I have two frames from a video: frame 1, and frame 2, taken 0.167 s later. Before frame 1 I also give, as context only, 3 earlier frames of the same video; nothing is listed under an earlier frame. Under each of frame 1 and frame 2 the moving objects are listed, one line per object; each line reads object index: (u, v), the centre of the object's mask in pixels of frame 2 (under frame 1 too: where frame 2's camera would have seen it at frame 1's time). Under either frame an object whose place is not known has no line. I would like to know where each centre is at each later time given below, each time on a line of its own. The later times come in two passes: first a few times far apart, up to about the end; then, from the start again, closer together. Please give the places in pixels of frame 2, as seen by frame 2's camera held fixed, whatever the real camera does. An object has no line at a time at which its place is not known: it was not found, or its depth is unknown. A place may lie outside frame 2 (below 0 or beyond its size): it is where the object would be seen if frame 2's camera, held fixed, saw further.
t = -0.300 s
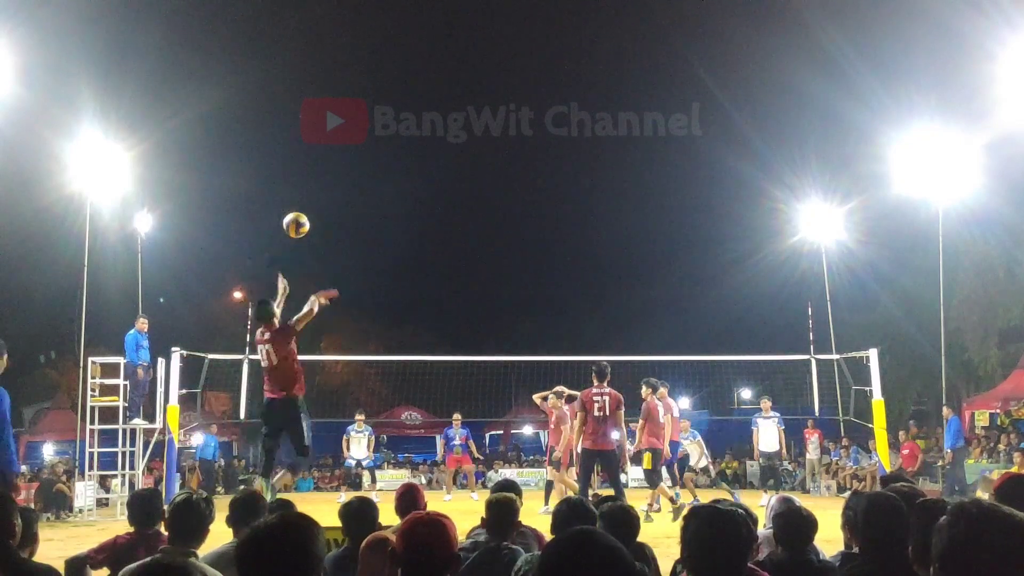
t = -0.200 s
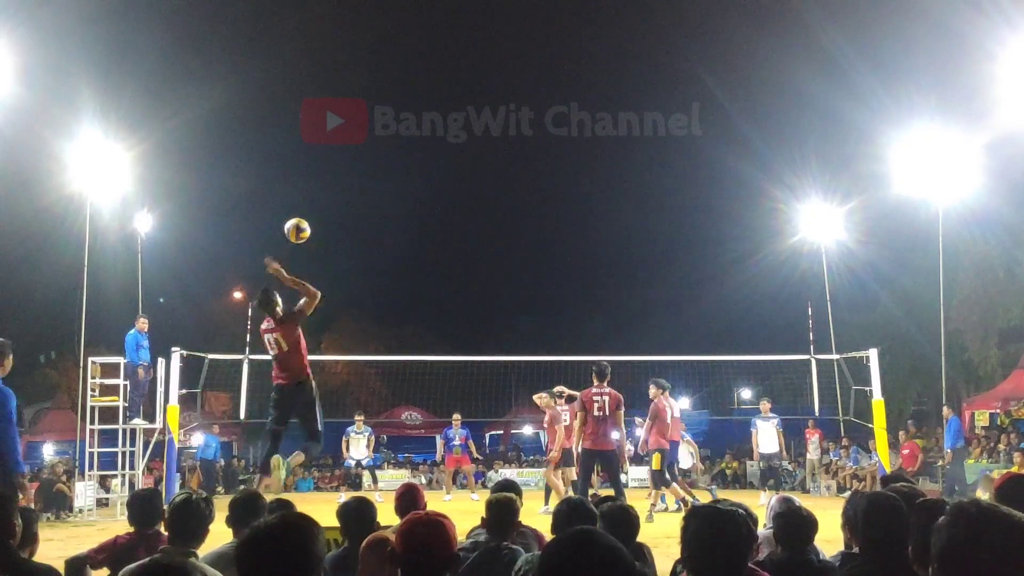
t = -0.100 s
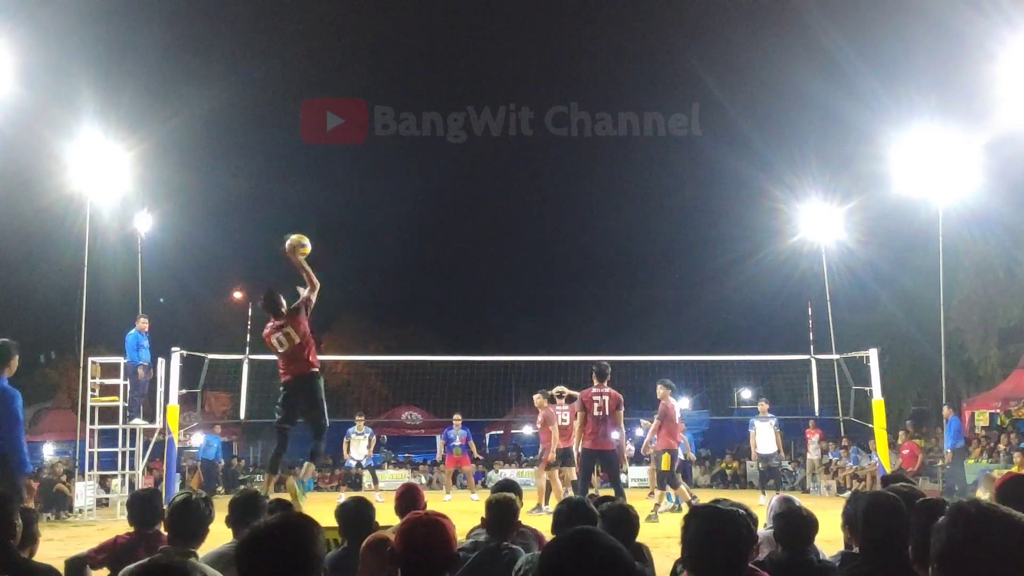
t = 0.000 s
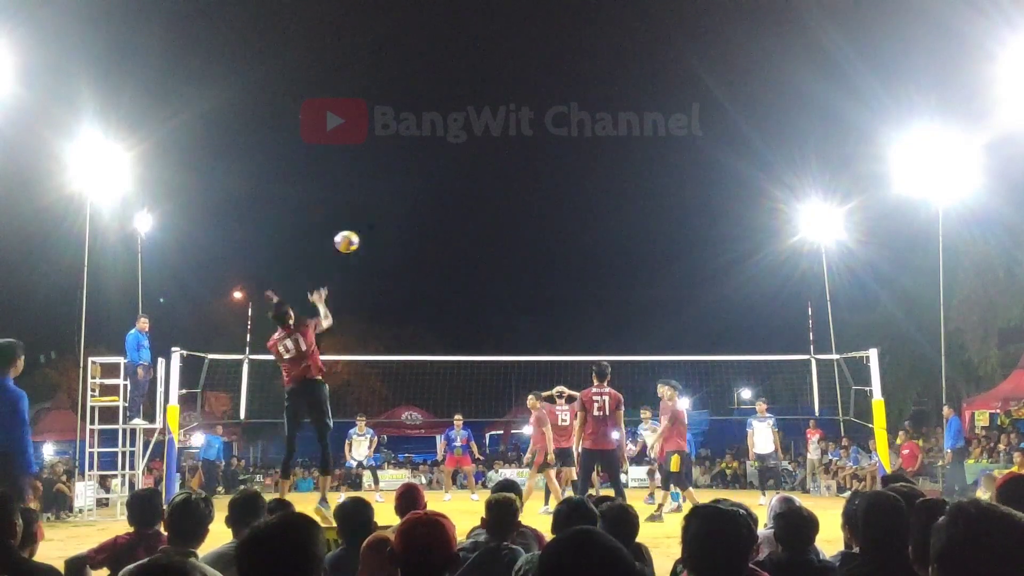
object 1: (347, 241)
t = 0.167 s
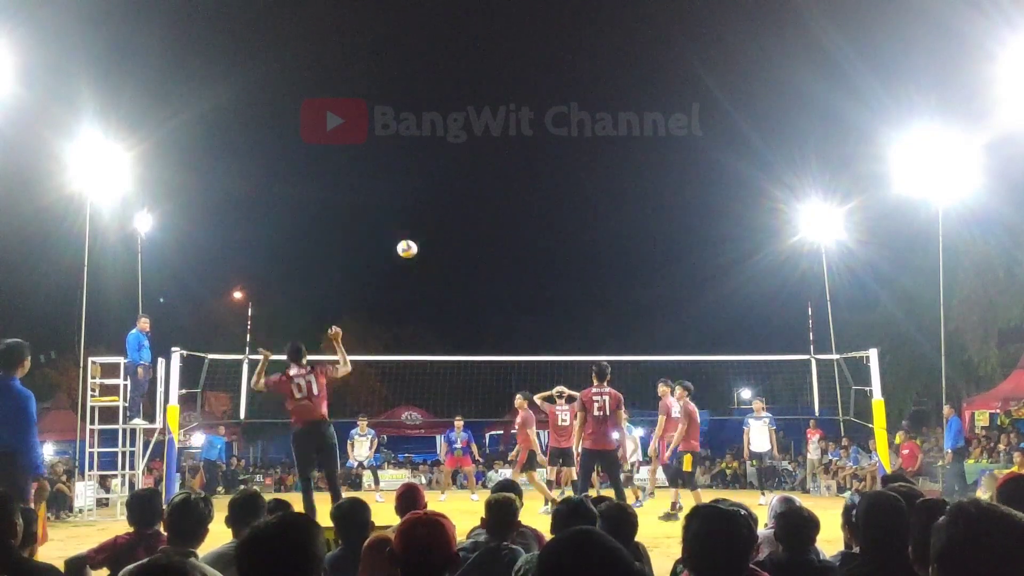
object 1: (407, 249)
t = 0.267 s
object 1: (433, 261)
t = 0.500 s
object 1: (472, 303)
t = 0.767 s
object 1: (496, 362)
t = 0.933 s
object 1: (507, 403)
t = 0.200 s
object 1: (416, 253)
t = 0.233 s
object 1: (425, 257)
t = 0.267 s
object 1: (433, 261)
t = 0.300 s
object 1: (440, 266)
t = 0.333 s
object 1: (446, 272)
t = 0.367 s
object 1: (452, 278)
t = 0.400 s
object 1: (458, 284)
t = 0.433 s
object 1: (463, 290)
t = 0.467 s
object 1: (467, 296)
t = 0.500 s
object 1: (472, 303)
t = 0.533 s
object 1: (476, 309)
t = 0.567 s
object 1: (479, 316)
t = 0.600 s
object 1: (483, 323)
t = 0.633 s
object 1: (485, 331)
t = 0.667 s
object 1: (488, 338)
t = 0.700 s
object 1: (491, 346)
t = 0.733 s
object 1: (493, 352)
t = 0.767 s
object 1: (496, 362)
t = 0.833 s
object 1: (500, 378)
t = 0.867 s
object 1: (503, 386)
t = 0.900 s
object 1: (505, 395)
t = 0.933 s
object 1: (507, 403)
